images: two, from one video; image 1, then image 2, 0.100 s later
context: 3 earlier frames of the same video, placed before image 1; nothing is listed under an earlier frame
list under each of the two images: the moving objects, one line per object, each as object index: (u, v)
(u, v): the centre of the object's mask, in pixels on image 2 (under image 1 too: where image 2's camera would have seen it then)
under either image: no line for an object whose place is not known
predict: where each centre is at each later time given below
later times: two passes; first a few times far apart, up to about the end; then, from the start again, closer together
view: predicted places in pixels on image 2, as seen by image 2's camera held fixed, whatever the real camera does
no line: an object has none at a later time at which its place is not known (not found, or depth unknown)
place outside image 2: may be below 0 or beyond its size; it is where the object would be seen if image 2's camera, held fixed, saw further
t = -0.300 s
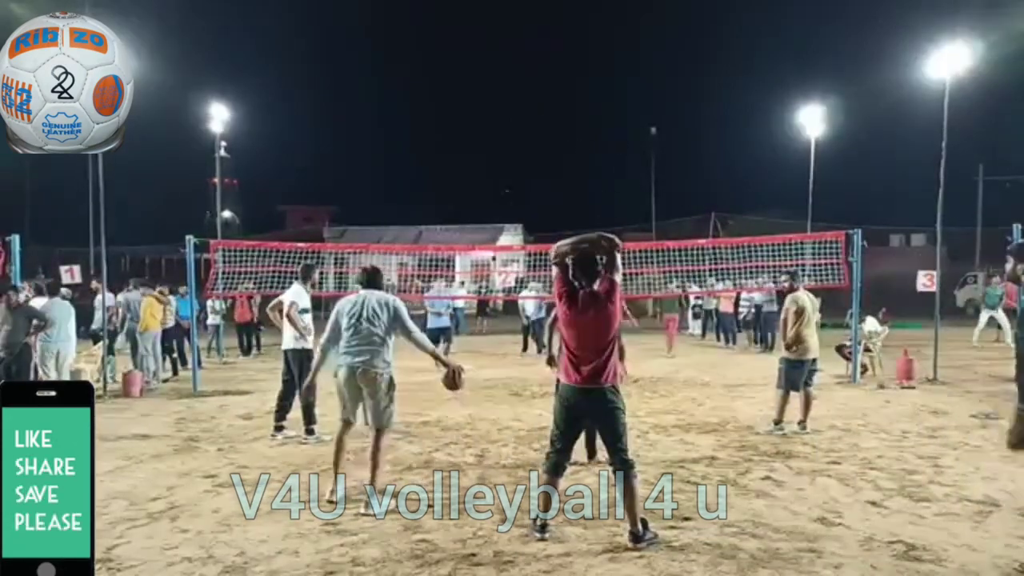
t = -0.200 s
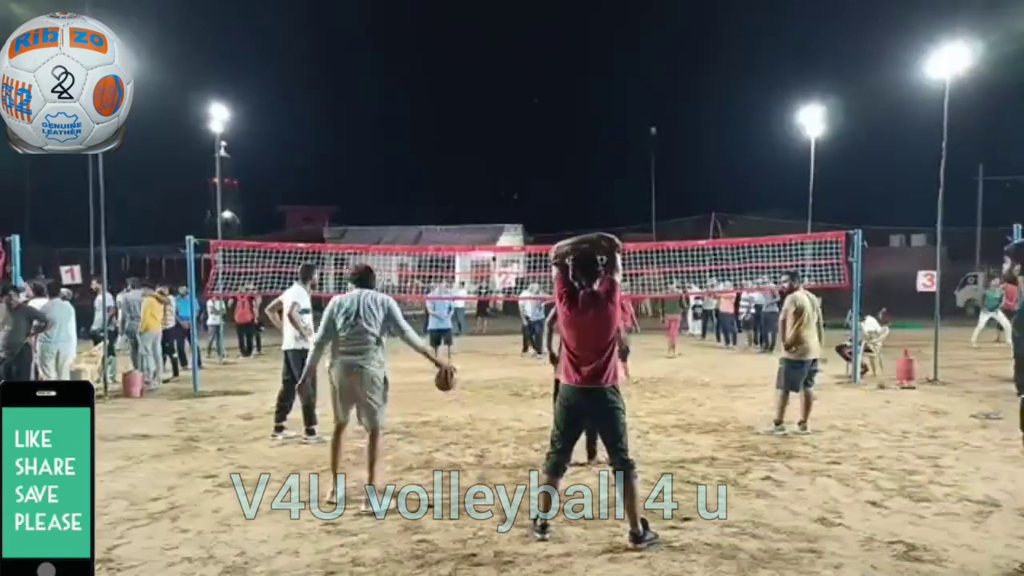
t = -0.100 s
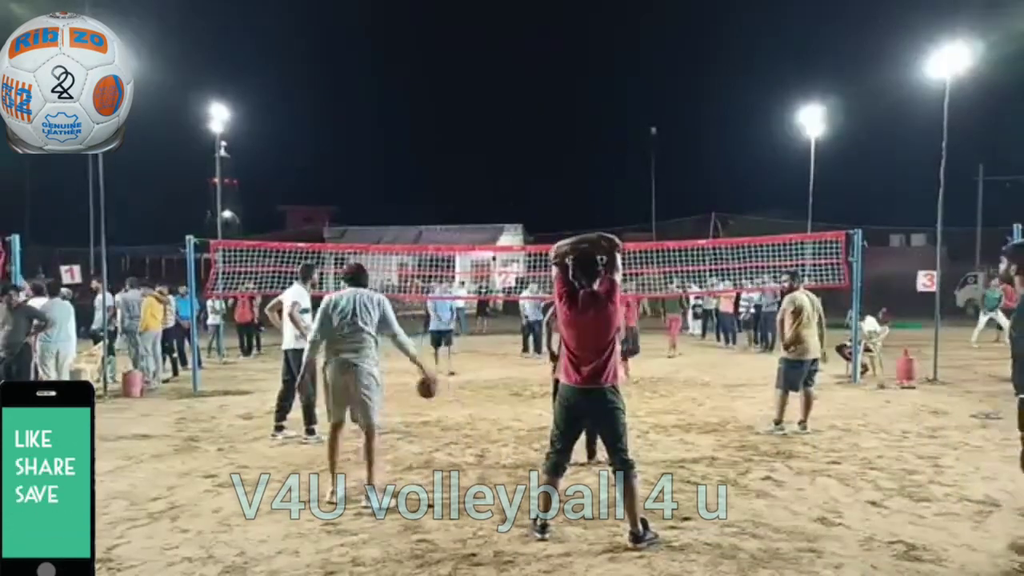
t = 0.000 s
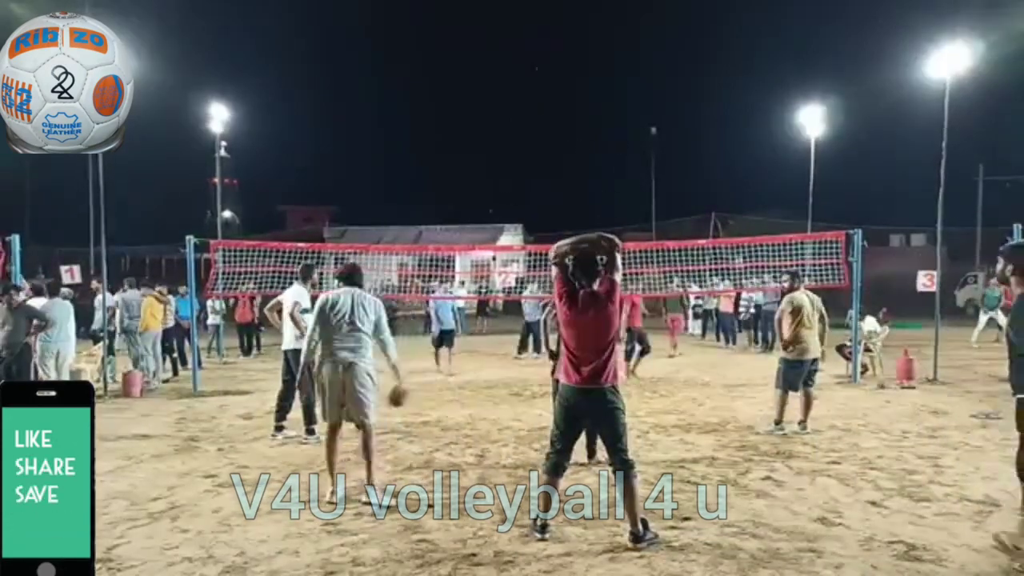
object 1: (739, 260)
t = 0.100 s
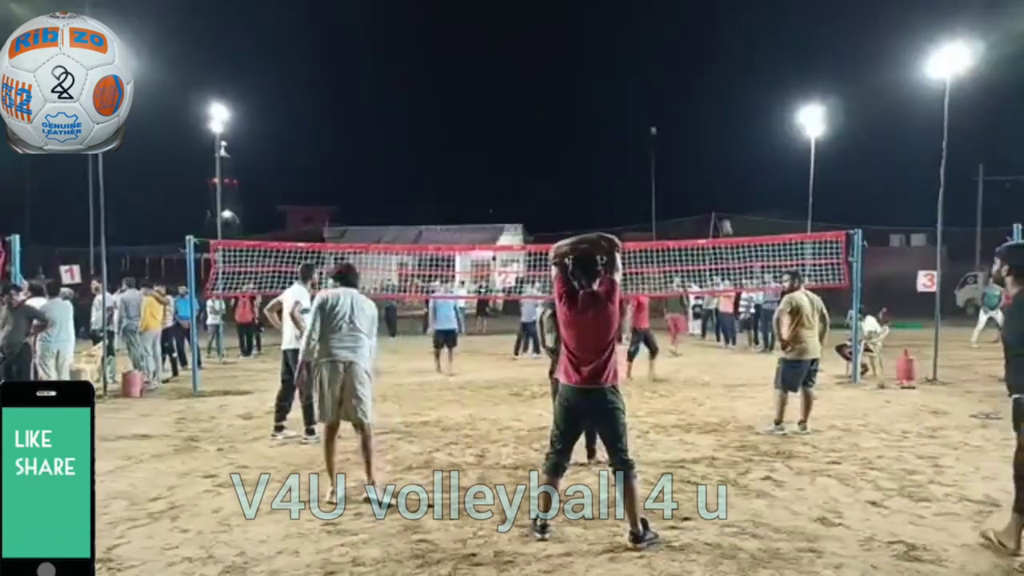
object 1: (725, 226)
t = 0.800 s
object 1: (631, 94)
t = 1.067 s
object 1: (591, 106)
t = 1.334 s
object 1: (550, 161)
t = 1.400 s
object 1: (539, 181)
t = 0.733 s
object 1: (641, 97)
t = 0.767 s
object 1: (637, 96)
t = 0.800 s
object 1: (631, 94)
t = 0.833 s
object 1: (626, 94)
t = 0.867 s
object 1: (622, 94)
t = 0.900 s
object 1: (616, 94)
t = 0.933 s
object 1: (611, 95)
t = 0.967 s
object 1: (607, 97)
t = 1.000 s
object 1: (602, 99)
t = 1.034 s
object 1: (597, 102)
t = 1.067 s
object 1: (591, 106)
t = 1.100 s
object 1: (586, 110)
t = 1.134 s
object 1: (581, 116)
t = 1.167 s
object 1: (576, 122)
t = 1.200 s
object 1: (571, 127)
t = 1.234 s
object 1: (565, 135)
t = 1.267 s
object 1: (560, 143)
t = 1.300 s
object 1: (555, 152)
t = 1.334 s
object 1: (550, 161)
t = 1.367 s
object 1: (544, 171)
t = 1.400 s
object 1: (539, 181)
